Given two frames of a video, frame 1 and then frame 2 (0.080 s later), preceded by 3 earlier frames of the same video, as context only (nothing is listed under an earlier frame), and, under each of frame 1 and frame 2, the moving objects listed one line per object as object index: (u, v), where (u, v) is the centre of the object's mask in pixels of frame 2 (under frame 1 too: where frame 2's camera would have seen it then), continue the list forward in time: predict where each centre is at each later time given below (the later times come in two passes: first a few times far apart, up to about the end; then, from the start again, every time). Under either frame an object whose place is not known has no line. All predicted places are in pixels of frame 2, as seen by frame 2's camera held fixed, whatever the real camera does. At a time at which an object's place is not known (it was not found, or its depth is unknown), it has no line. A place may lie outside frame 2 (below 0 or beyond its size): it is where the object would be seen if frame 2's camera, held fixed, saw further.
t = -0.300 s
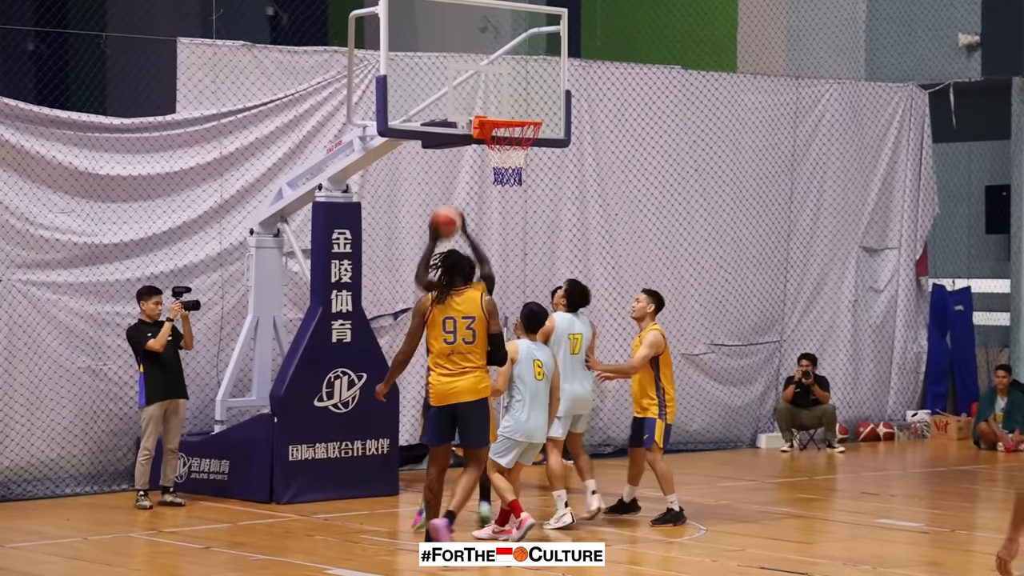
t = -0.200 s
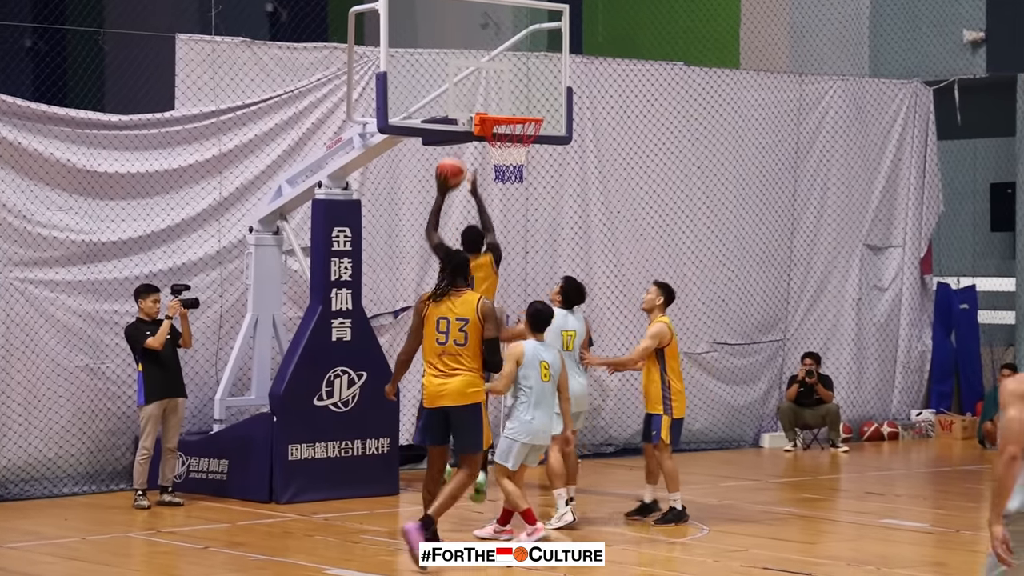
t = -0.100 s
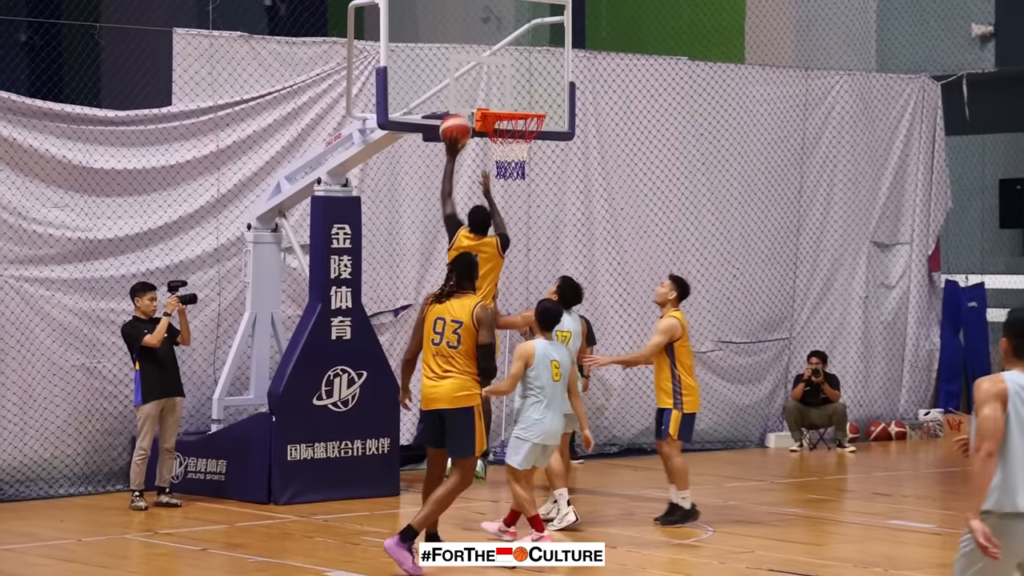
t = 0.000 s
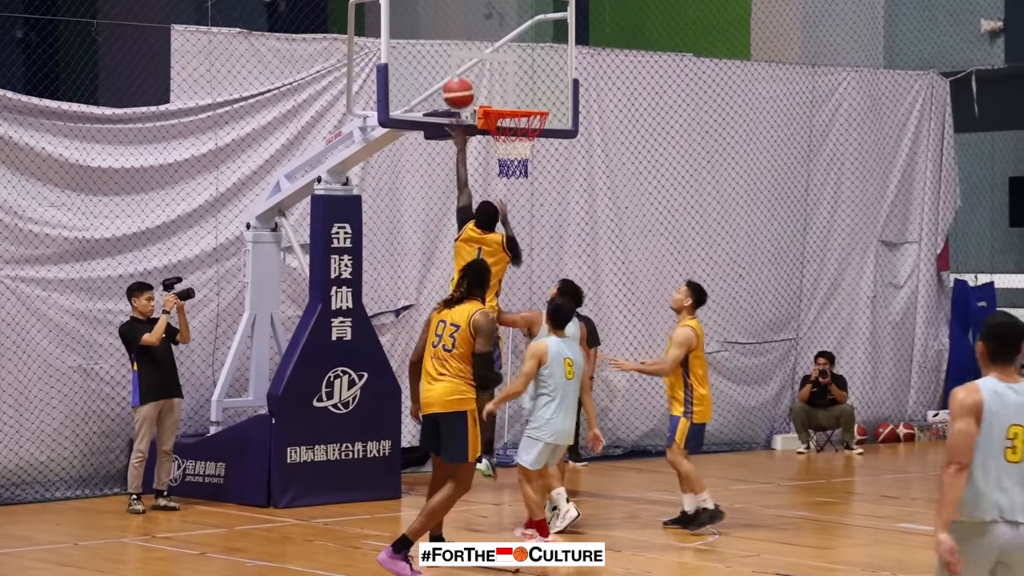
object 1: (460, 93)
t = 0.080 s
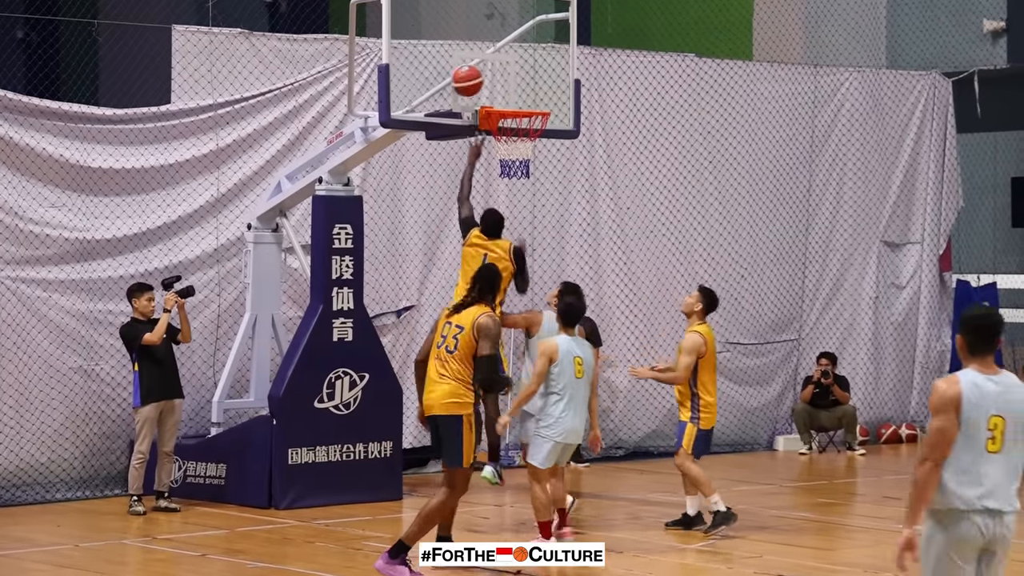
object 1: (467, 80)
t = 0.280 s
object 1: (504, 95)
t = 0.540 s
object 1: (539, 138)
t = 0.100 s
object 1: (471, 79)
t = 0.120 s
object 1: (475, 79)
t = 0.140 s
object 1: (479, 80)
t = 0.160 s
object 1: (481, 80)
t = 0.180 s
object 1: (485, 81)
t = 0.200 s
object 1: (489, 83)
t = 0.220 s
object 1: (493, 86)
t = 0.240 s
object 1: (496, 88)
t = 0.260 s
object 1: (500, 91)
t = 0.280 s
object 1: (504, 95)
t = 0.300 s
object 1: (508, 97)
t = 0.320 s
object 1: (510, 98)
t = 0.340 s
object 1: (513, 99)
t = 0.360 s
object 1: (516, 100)
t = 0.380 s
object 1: (519, 106)
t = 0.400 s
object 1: (522, 110)
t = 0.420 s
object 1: (524, 116)
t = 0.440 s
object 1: (528, 122)
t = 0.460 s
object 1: (530, 127)
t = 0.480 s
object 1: (533, 129)
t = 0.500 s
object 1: (536, 133)
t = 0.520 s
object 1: (537, 136)
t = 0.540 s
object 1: (539, 138)
